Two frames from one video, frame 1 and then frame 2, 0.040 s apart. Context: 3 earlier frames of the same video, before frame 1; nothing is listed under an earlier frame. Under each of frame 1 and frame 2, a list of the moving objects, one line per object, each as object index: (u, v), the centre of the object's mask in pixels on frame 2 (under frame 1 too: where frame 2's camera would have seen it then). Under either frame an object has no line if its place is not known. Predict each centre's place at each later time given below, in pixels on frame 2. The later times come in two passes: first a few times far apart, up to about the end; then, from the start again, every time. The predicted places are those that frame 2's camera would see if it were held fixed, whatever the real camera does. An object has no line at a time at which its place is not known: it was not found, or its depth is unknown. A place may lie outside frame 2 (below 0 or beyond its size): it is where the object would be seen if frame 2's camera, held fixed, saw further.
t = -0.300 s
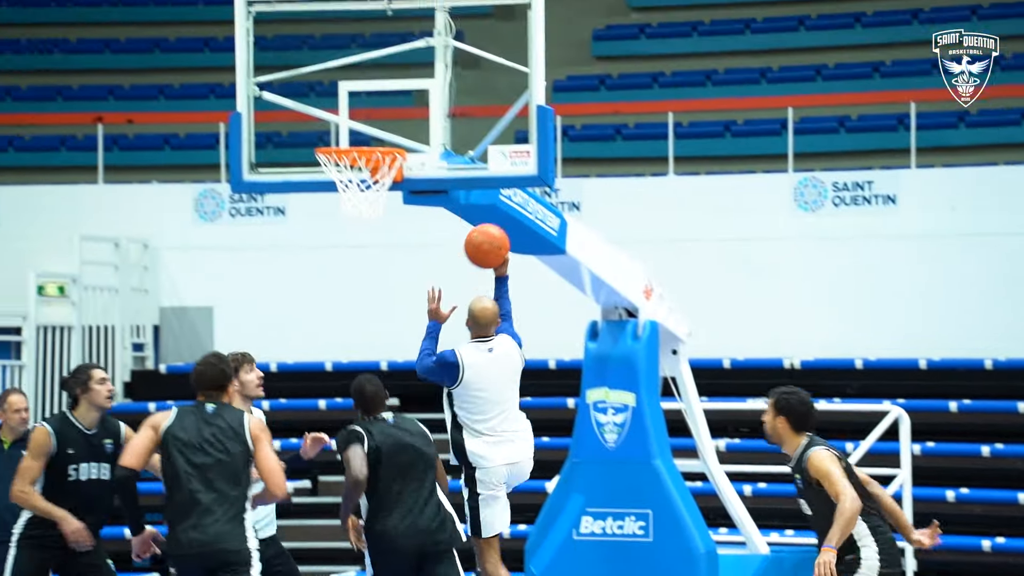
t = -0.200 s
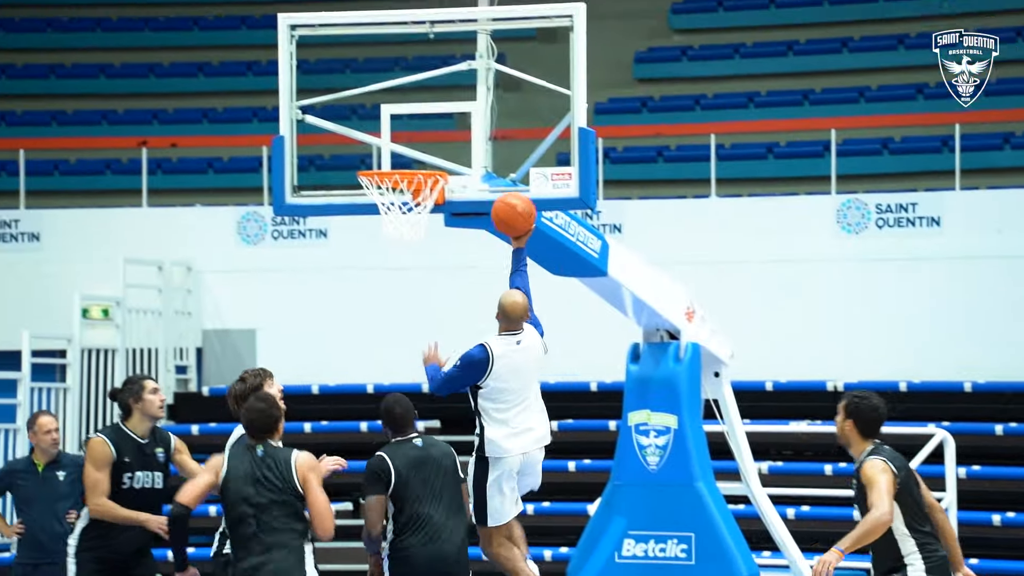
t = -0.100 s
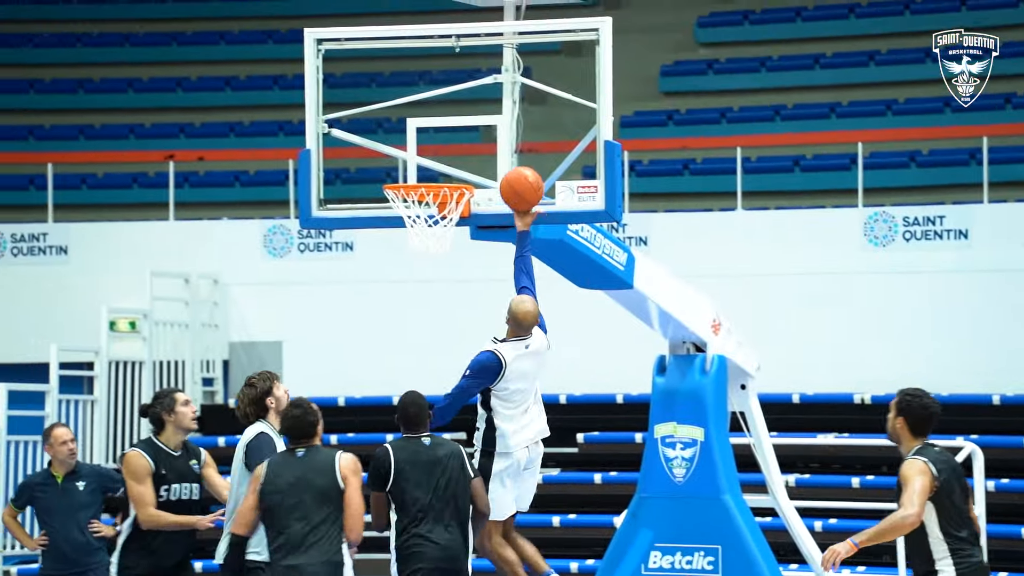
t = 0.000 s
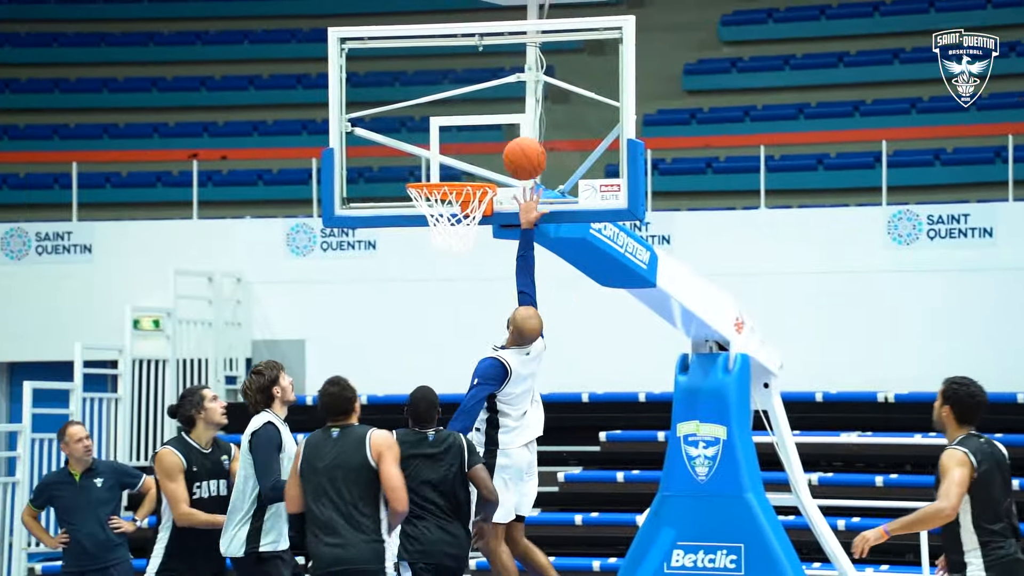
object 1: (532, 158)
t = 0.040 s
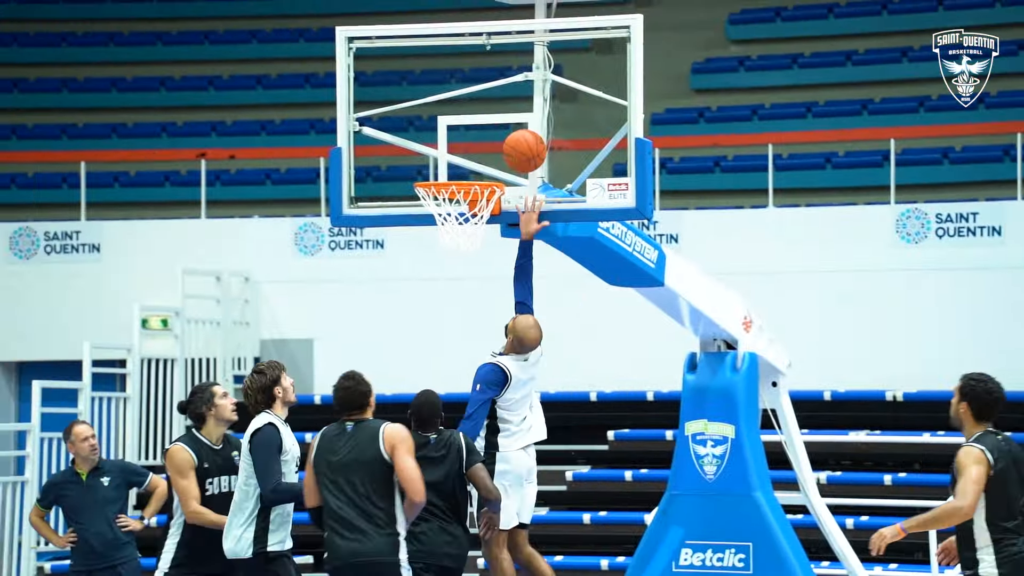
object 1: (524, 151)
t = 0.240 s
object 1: (471, 149)
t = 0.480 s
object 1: (480, 202)
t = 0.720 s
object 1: (456, 231)
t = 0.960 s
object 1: (435, 286)
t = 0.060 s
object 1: (520, 149)
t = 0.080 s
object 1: (517, 147)
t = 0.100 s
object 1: (511, 145)
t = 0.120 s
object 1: (506, 144)
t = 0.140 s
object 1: (500, 142)
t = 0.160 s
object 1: (494, 142)
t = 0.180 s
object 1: (488, 143)
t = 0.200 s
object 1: (482, 144)
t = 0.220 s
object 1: (477, 146)
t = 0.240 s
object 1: (471, 149)
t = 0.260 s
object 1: (465, 152)
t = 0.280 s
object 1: (459, 156)
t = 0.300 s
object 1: (453, 160)
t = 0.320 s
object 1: (447, 163)
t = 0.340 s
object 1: (441, 168)
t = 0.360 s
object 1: (437, 175)
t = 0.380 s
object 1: (444, 177)
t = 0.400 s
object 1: (452, 182)
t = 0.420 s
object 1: (460, 187)
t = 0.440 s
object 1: (465, 189)
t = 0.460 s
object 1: (473, 194)
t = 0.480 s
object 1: (480, 202)
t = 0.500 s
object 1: (483, 203)
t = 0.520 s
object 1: (483, 206)
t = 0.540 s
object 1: (483, 208)
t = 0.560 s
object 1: (481, 210)
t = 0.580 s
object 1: (479, 213)
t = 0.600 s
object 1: (476, 216)
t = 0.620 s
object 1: (474, 220)
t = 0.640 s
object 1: (472, 222)
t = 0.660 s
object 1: (466, 224)
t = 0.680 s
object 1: (462, 226)
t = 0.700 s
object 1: (459, 229)
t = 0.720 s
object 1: (456, 231)
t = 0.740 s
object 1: (453, 234)
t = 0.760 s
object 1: (451, 236)
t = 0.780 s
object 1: (449, 238)
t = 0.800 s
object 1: (444, 248)
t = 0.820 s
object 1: (444, 250)
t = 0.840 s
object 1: (444, 252)
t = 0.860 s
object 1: (443, 254)
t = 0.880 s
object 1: (441, 257)
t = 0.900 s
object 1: (440, 262)
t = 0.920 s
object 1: (439, 270)
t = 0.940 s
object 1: (437, 278)
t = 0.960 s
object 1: (435, 286)
